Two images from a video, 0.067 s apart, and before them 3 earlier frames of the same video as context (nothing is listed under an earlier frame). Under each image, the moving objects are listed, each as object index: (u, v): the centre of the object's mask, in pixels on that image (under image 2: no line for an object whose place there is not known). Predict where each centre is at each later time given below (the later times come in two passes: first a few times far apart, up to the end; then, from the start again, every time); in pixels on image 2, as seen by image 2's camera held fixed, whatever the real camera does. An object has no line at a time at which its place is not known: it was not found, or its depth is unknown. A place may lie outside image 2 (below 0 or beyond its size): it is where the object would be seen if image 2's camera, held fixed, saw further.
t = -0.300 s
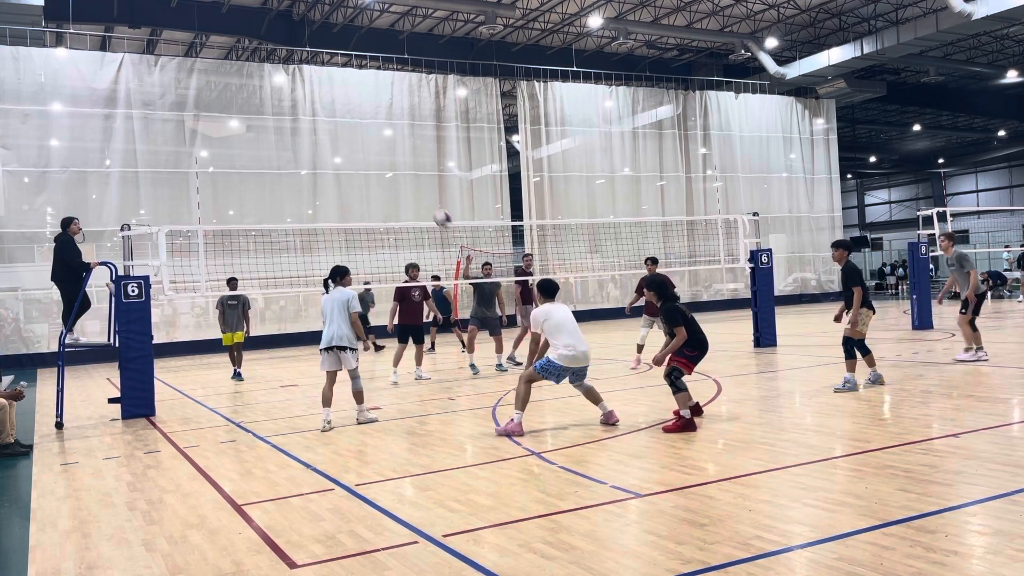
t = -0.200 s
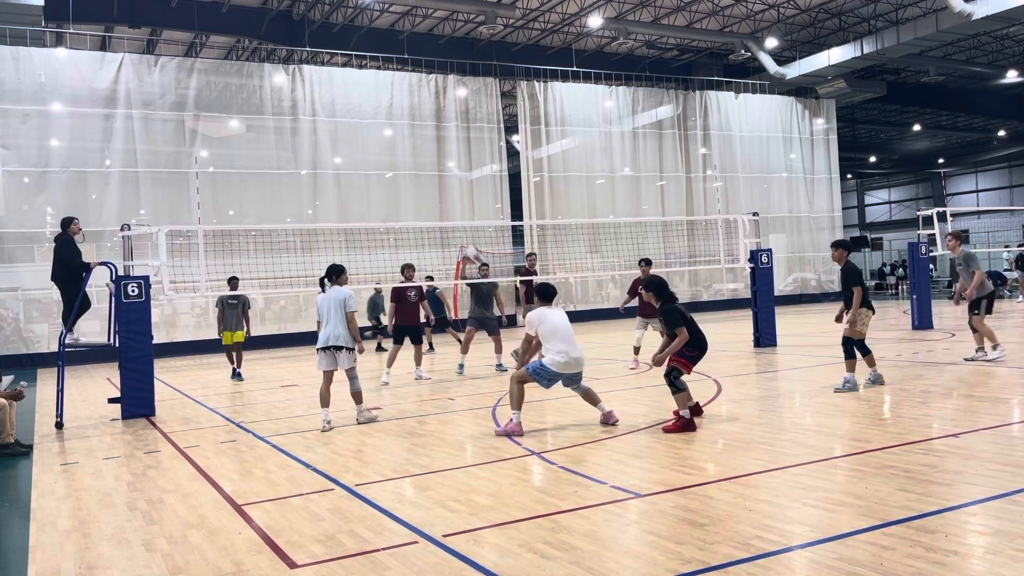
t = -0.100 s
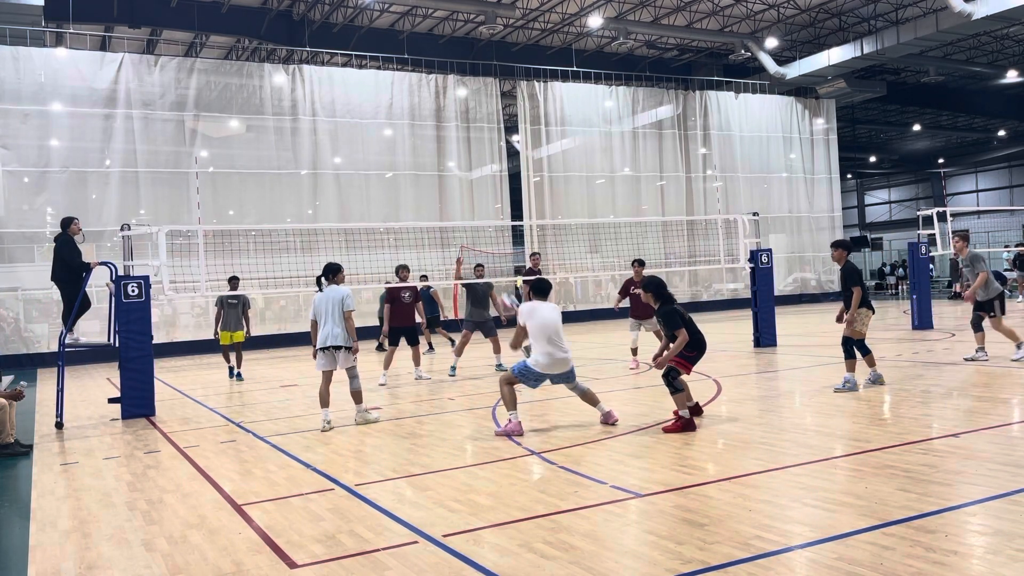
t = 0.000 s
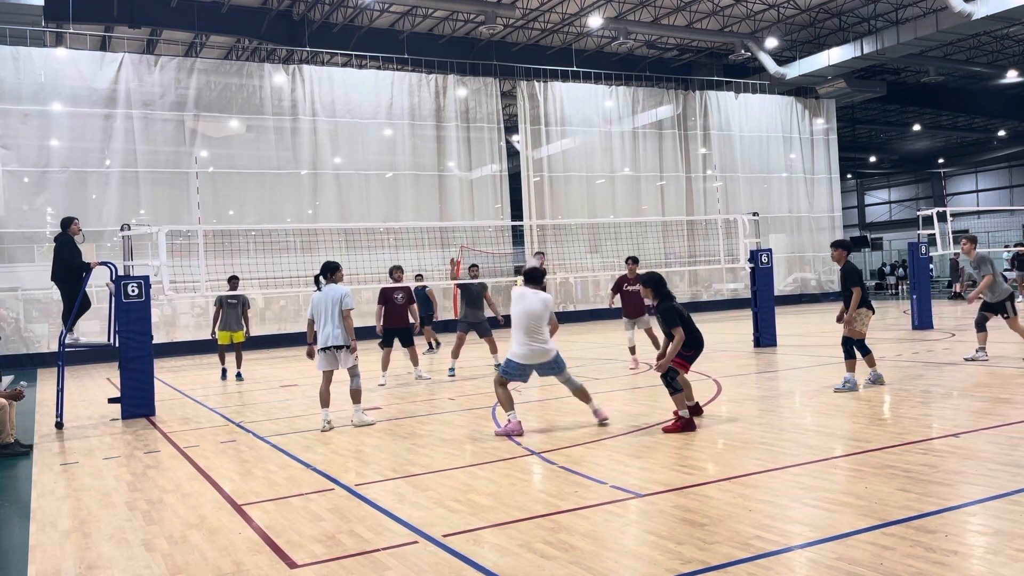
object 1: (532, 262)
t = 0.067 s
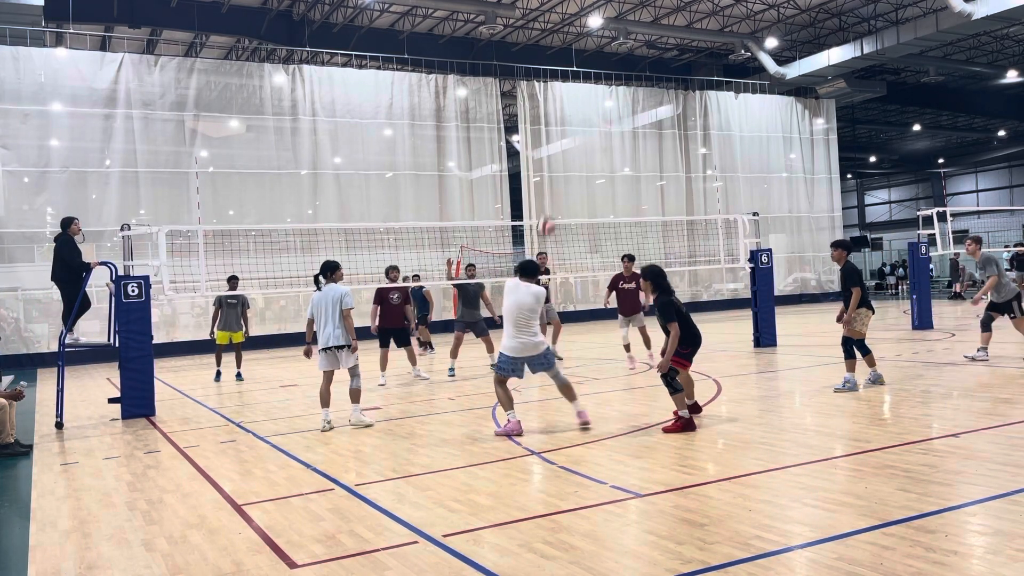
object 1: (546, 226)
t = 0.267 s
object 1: (583, 136)
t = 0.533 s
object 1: (631, 78)
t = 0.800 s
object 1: (677, 84)
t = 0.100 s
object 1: (553, 207)
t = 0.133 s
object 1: (560, 190)
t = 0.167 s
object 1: (565, 174)
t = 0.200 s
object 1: (570, 161)
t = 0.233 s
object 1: (577, 147)
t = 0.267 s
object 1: (583, 136)
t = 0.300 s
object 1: (590, 124)
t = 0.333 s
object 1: (596, 114)
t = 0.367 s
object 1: (602, 106)
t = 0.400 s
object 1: (608, 98)
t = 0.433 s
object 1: (614, 91)
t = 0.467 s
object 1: (620, 85)
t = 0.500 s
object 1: (625, 81)
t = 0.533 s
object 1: (631, 78)
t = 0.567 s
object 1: (638, 76)
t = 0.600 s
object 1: (642, 74)
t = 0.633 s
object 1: (648, 74)
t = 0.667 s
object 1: (654, 74)
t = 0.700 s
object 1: (659, 75)
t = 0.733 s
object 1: (665, 78)
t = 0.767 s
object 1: (671, 80)
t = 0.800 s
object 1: (677, 84)
